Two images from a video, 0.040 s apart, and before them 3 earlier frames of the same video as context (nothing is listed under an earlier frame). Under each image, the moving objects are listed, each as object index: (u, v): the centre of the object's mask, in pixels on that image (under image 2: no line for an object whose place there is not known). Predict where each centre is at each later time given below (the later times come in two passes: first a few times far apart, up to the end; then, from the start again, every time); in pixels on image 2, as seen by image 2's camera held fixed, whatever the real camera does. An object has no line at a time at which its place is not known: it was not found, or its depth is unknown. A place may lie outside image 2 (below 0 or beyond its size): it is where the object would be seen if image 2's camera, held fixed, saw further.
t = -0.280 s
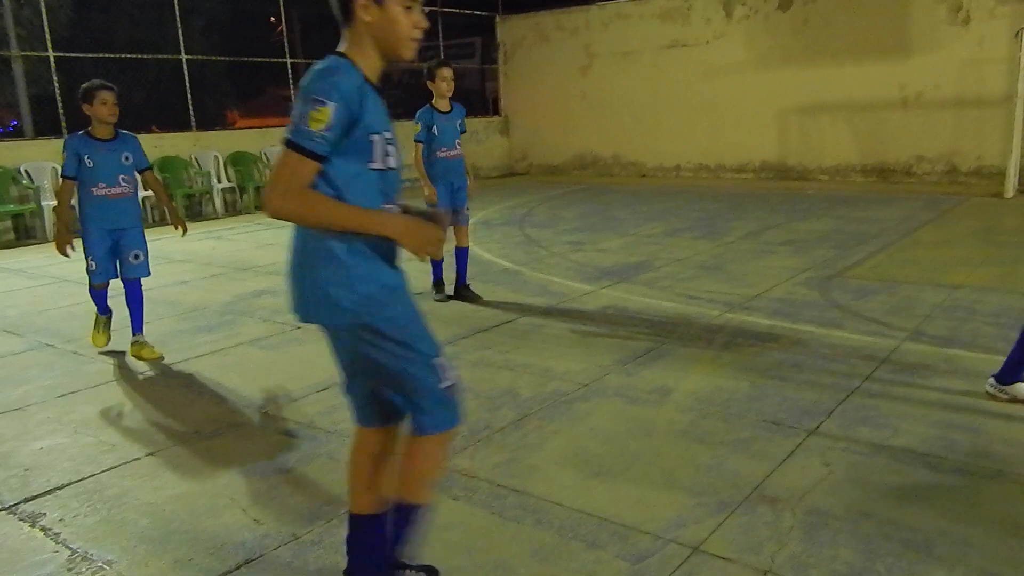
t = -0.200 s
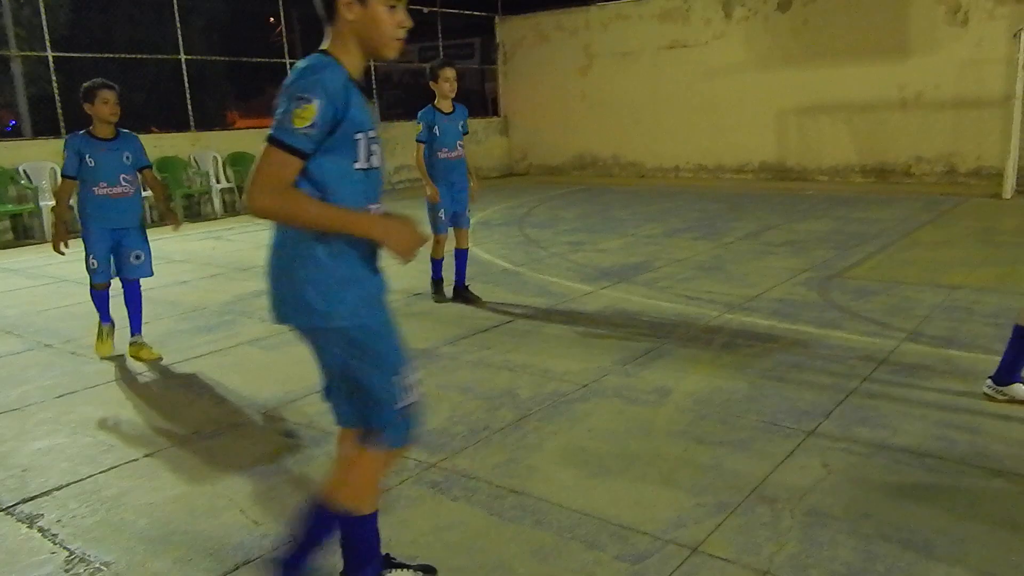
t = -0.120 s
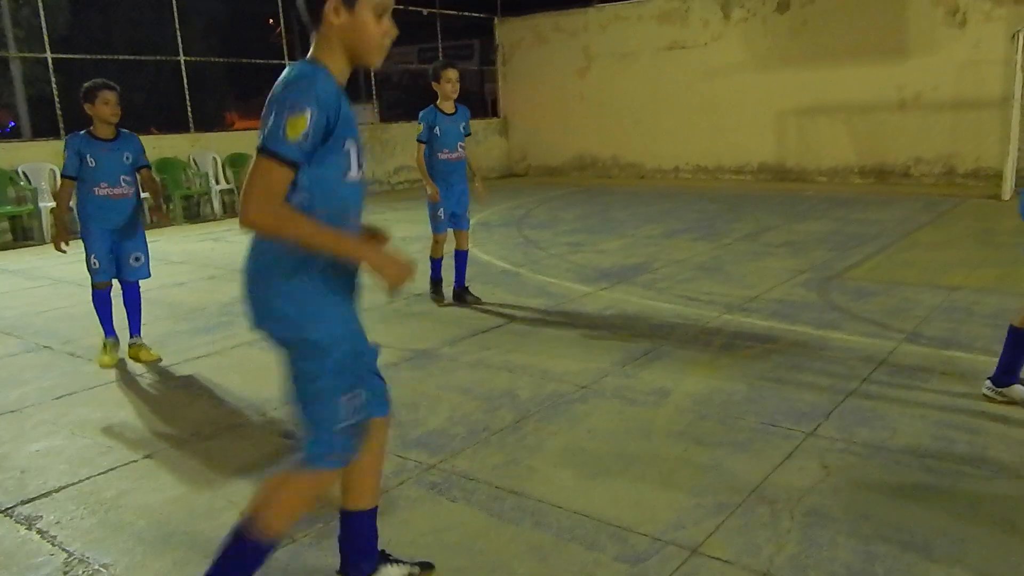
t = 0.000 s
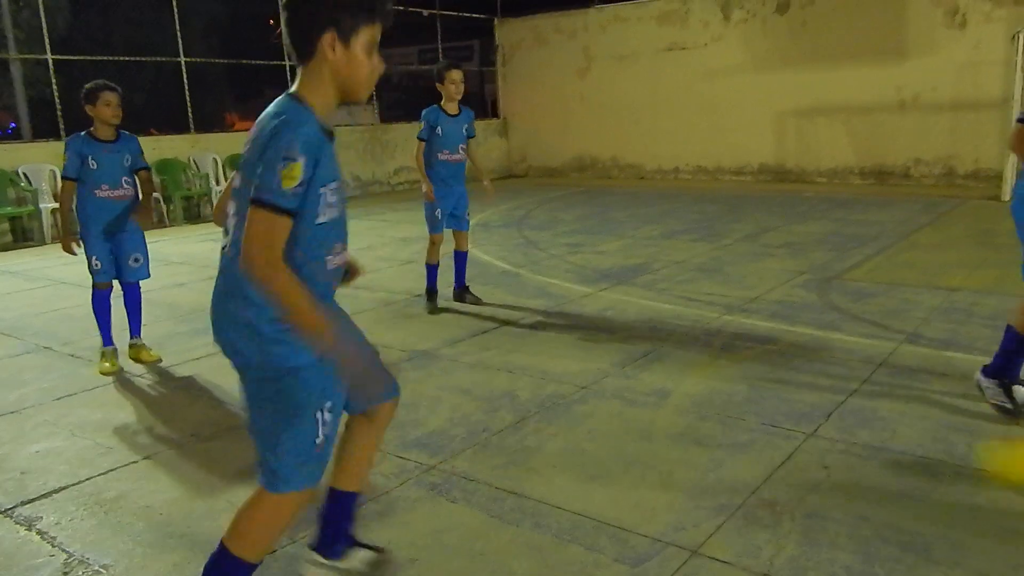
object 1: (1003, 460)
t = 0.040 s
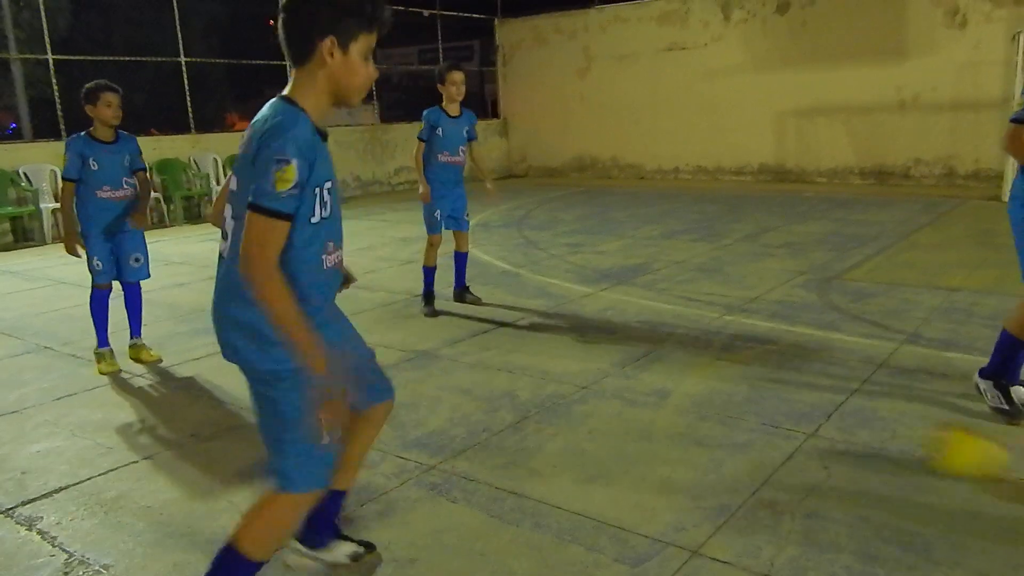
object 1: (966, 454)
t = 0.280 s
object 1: (671, 405)
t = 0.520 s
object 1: (466, 373)
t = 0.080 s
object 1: (908, 441)
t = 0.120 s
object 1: (852, 434)
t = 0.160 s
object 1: (801, 428)
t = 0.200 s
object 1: (755, 420)
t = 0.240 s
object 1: (713, 411)
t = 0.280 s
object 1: (671, 405)
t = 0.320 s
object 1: (632, 400)
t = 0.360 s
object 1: (596, 394)
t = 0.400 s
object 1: (561, 387)
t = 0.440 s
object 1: (529, 385)
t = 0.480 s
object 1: (497, 379)
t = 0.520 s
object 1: (466, 373)
